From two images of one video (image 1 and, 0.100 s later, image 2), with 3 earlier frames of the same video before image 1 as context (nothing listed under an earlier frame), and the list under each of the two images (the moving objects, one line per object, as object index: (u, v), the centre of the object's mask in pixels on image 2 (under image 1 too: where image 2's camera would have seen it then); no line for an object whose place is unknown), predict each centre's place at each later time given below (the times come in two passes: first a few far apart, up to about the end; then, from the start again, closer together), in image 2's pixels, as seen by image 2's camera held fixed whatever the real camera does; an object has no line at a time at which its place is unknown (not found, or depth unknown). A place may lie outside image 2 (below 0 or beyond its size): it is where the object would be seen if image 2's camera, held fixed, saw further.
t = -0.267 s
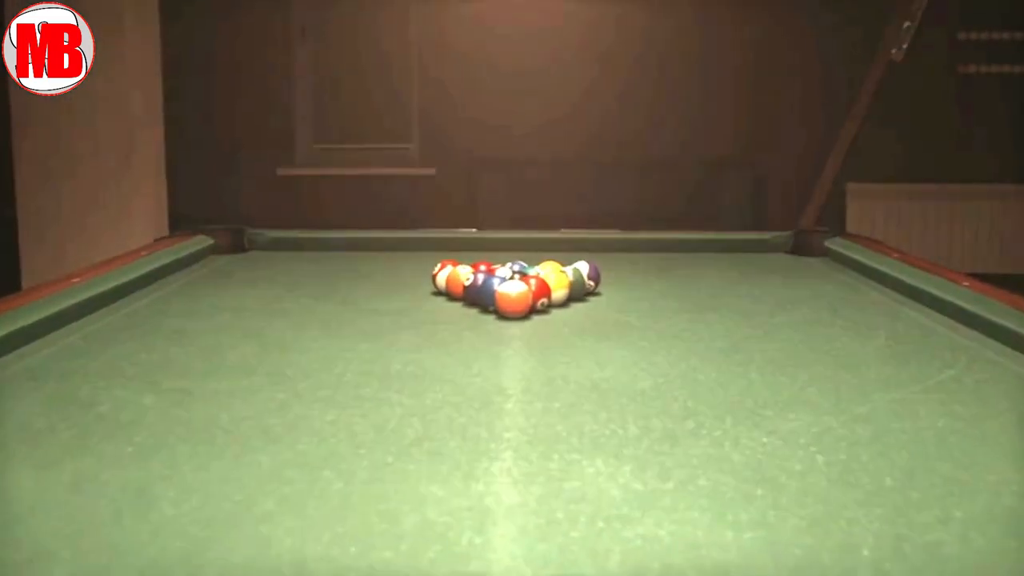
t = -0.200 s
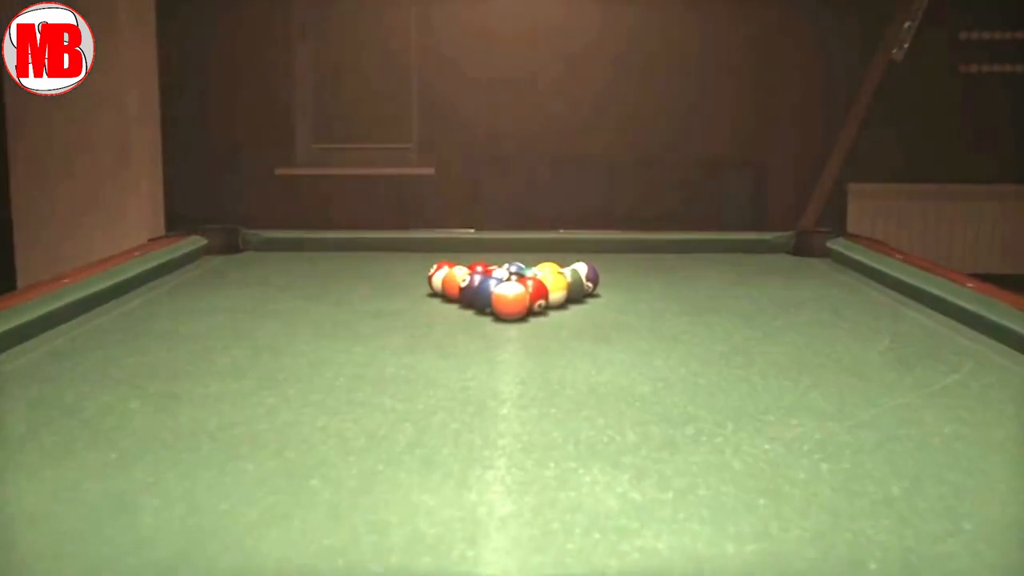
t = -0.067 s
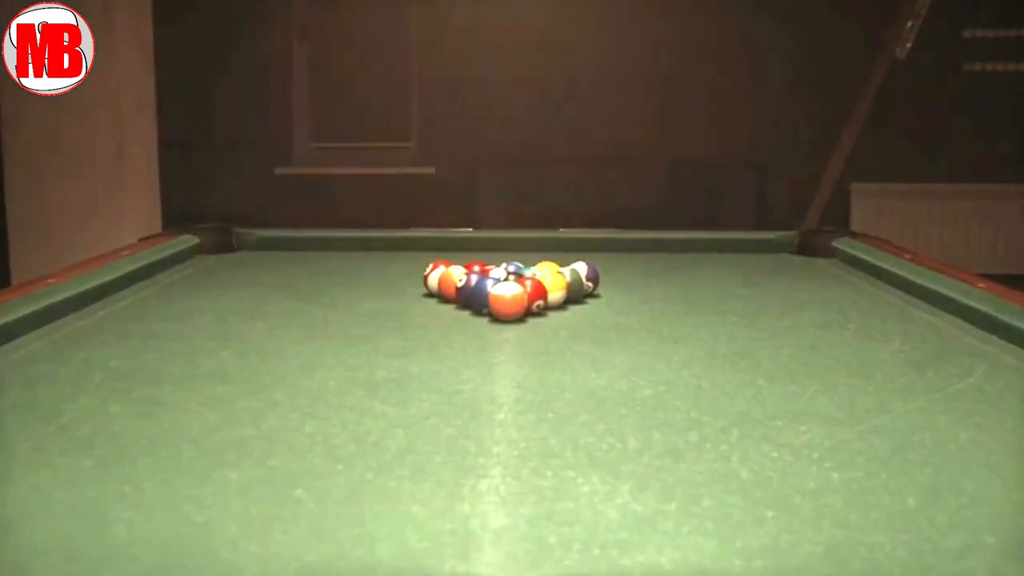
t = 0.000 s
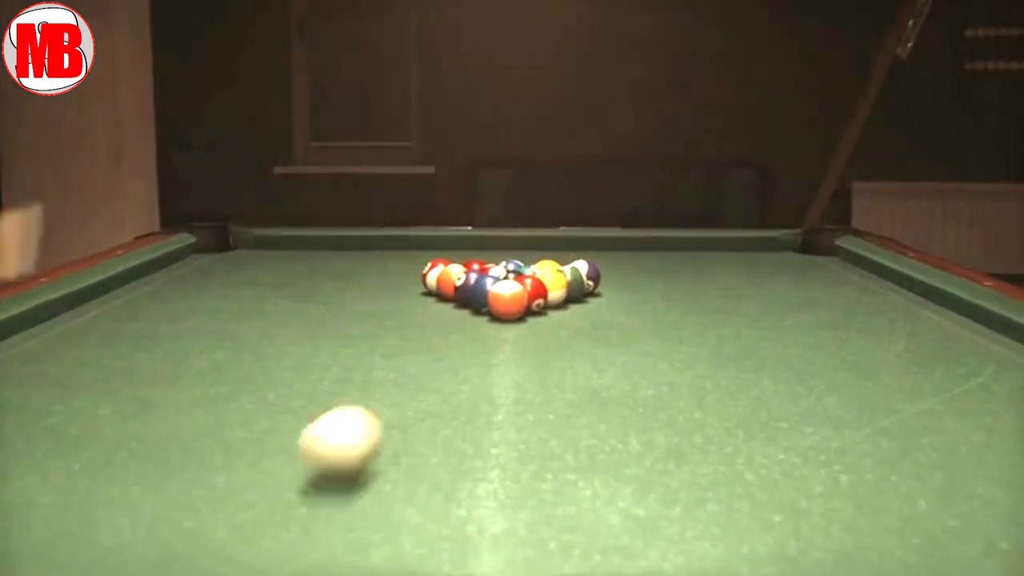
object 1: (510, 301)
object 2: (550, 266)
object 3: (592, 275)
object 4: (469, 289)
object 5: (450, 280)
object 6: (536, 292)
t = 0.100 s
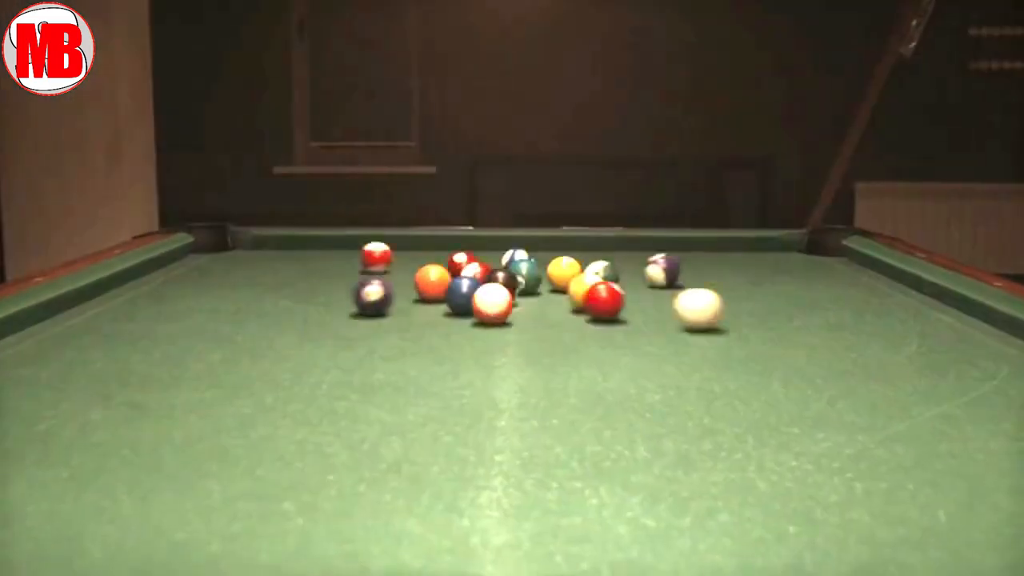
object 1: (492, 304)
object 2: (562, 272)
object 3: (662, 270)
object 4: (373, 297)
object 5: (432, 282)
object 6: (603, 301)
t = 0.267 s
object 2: (601, 264)
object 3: (820, 255)
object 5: (371, 281)
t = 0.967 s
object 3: (646, 243)
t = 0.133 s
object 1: (484, 305)
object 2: (571, 272)
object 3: (692, 268)
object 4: (332, 299)
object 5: (422, 282)
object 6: (635, 303)
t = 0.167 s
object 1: (474, 306)
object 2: (579, 270)
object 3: (727, 263)
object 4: (275, 304)
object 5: (409, 281)
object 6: (674, 306)
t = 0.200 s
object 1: (462, 308)
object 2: (588, 268)
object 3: (769, 260)
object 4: (202, 310)
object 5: (393, 281)
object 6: (727, 311)
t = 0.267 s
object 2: (601, 264)
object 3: (820, 255)
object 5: (371, 281)
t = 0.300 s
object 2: (609, 262)
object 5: (357, 280)
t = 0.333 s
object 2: (614, 261)
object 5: (349, 279)
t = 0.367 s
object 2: (621, 259)
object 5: (339, 279)
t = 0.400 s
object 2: (627, 257)
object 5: (327, 278)
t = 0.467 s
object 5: (312, 277)
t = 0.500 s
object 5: (304, 276)
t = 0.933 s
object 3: (648, 242)
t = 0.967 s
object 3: (646, 243)
